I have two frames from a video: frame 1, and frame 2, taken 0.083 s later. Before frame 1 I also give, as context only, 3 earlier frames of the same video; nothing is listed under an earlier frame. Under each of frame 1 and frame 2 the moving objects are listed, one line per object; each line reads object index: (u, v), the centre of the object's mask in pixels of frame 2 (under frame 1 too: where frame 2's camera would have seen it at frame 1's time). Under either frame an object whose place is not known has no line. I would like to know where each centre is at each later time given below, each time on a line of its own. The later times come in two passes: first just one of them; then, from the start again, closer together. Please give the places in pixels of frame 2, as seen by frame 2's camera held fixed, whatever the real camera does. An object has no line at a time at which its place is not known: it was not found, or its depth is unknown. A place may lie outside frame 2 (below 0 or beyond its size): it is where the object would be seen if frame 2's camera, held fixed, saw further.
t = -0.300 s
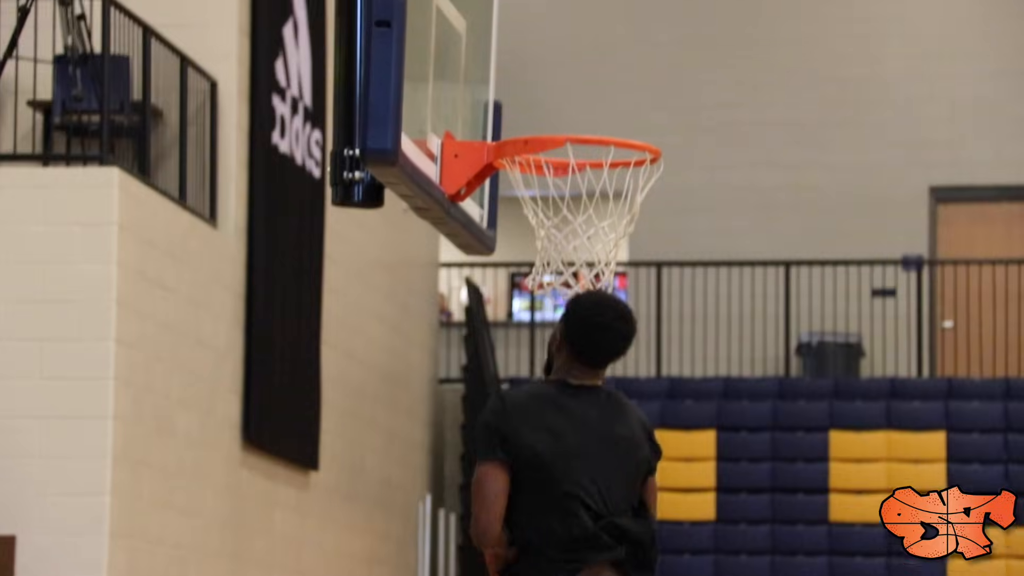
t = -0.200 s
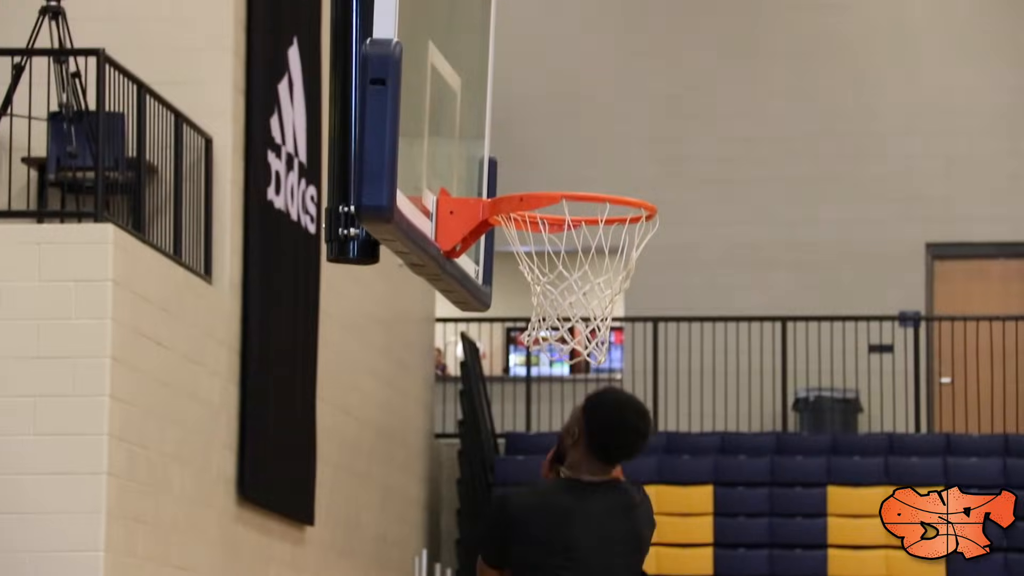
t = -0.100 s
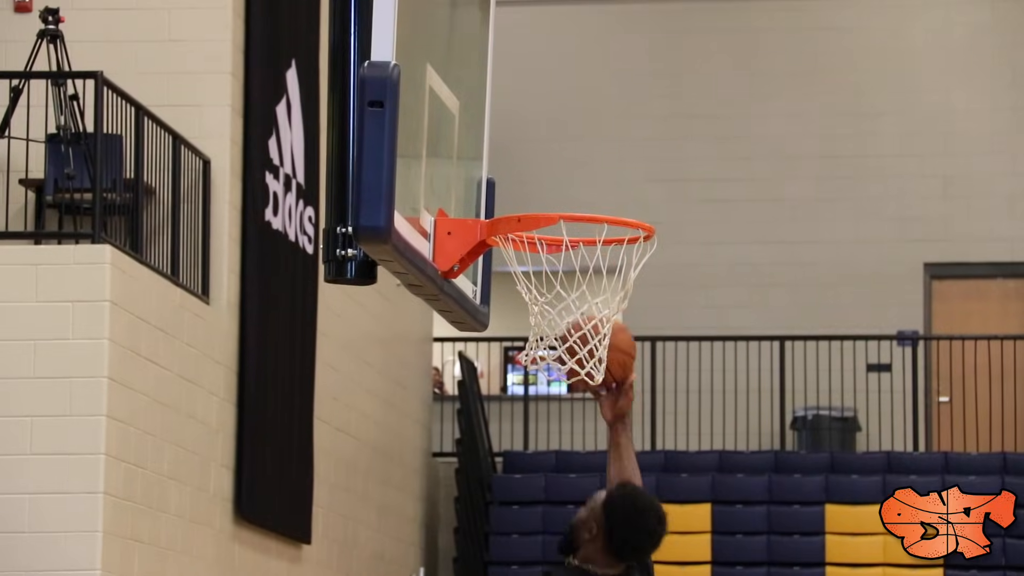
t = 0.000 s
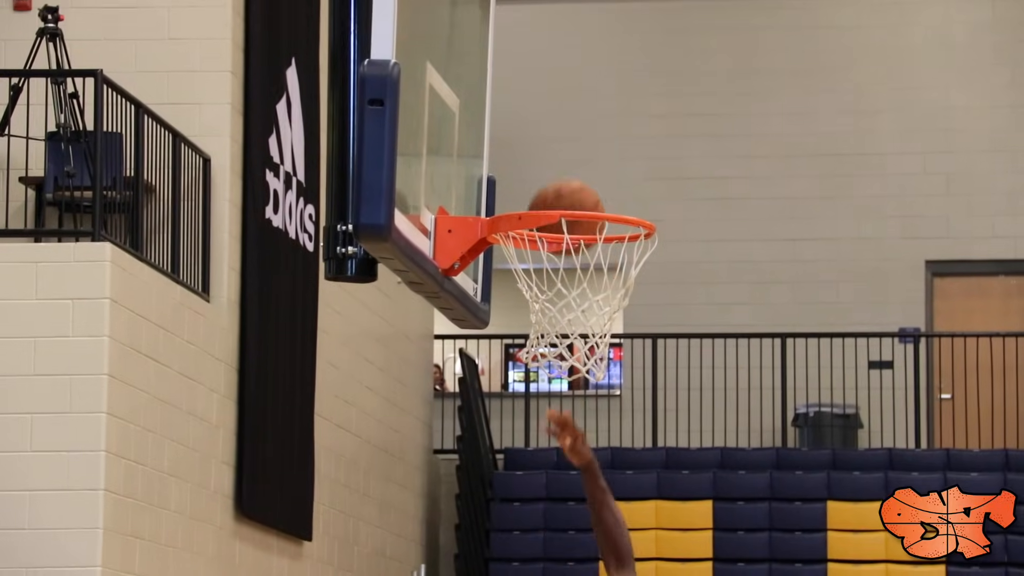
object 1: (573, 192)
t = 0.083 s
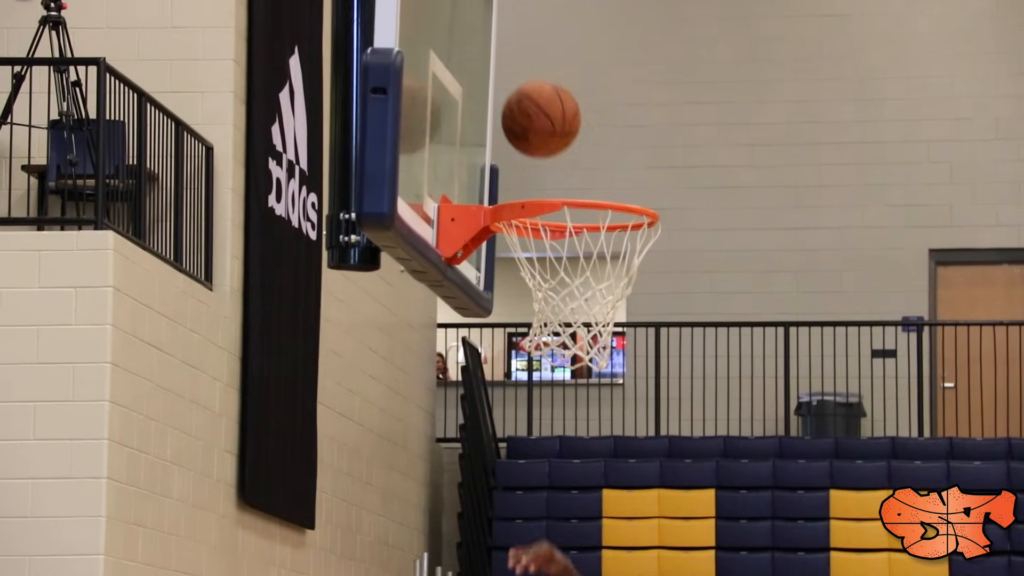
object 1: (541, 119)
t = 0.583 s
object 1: (590, 224)
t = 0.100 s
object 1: (535, 104)
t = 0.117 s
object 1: (529, 89)
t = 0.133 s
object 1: (525, 77)
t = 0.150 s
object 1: (519, 64)
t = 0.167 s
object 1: (513, 52)
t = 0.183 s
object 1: (507, 44)
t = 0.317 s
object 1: (534, 46)
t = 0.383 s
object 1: (548, 62)
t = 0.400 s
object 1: (552, 70)
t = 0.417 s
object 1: (555, 78)
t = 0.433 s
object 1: (559, 88)
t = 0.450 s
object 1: (562, 99)
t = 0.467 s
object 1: (565, 111)
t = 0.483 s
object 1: (569, 124)
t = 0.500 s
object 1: (572, 138)
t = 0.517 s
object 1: (576, 153)
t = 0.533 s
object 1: (580, 166)
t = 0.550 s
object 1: (583, 175)
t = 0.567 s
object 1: (587, 201)
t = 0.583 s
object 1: (590, 224)
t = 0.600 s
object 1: (592, 246)
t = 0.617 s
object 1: (596, 262)
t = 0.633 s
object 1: (598, 282)
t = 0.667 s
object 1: (600, 315)
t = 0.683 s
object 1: (600, 329)
